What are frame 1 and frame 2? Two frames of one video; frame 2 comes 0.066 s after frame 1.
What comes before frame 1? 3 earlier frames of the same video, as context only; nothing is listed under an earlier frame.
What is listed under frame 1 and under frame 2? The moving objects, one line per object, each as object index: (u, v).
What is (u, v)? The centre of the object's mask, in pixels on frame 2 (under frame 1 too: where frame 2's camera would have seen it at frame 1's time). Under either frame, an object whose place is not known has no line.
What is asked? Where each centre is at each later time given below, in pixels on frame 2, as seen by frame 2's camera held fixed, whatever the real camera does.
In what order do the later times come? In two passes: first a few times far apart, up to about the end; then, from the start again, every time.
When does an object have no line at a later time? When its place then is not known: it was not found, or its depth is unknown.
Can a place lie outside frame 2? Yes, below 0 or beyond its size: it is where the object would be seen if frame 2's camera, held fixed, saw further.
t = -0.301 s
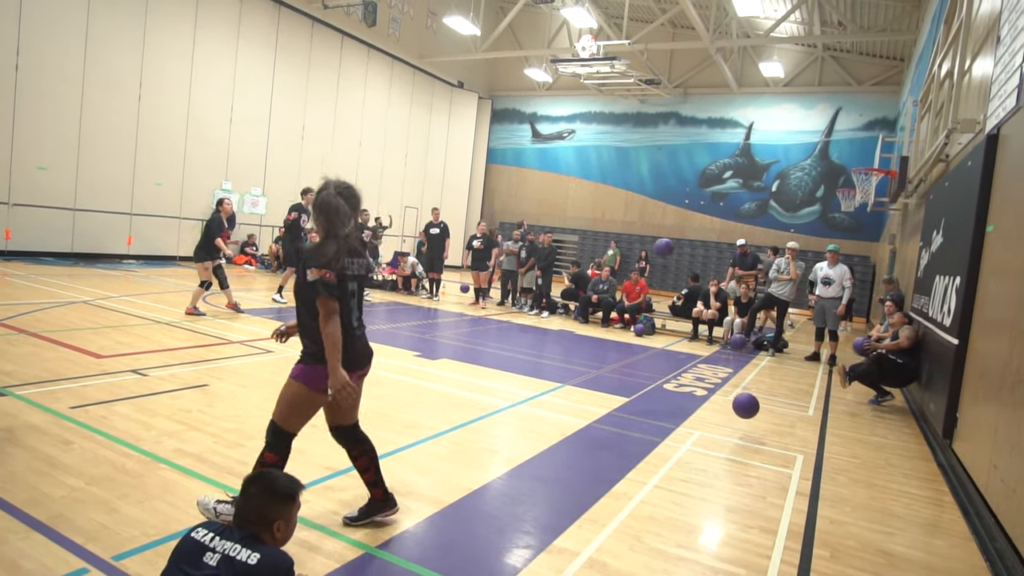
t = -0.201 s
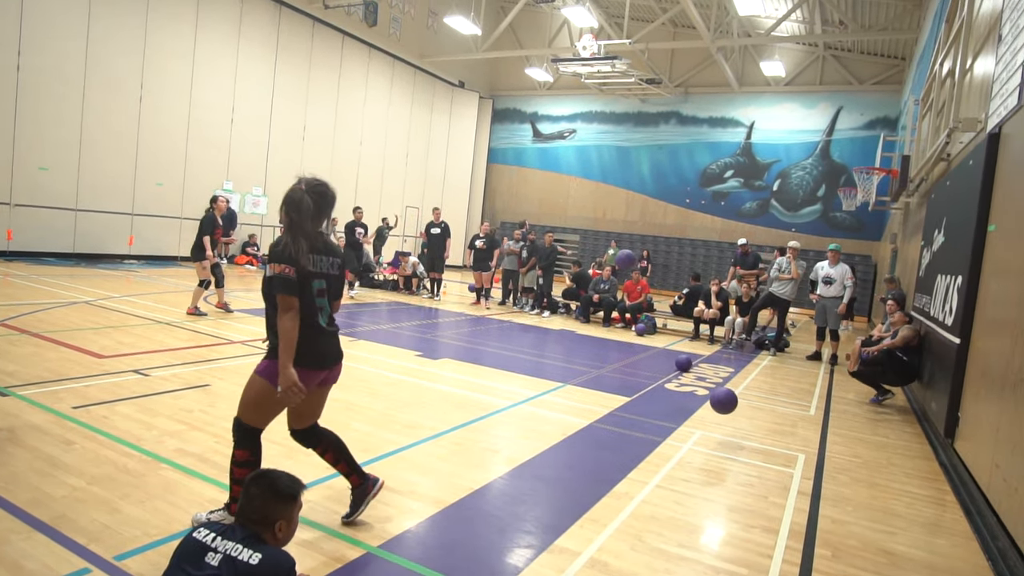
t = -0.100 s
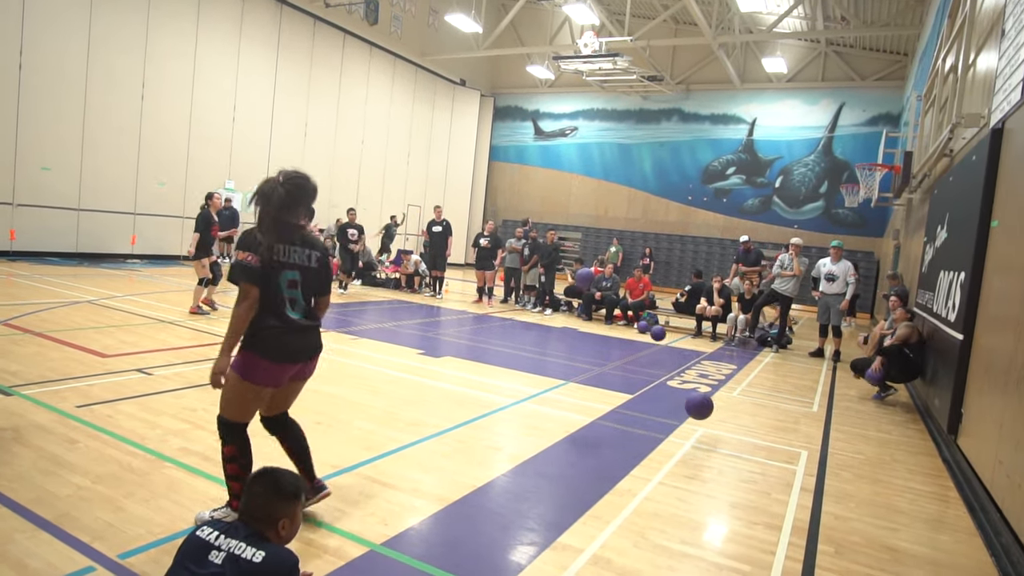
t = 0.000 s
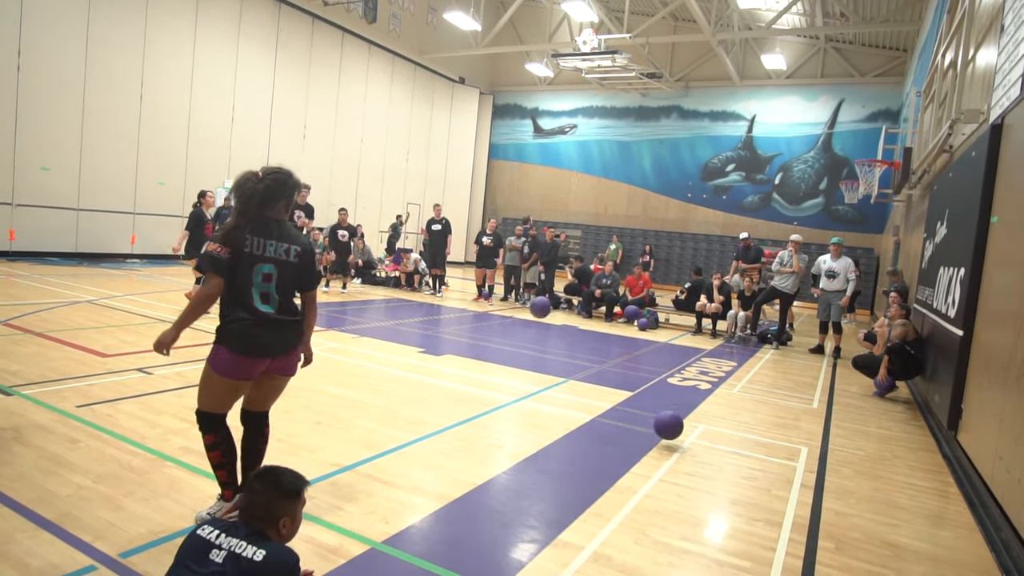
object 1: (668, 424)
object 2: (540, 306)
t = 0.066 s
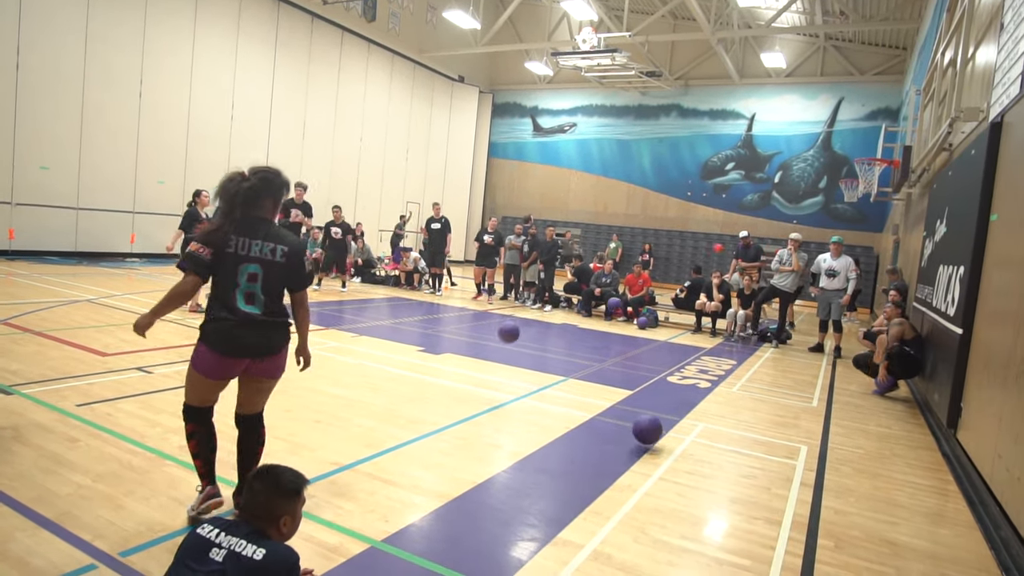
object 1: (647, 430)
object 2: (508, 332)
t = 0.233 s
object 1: (591, 427)
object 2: (463, 351)
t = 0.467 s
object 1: (495, 445)
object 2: (451, 321)
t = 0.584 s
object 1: (441, 461)
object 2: (442, 328)
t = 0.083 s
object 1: (642, 428)
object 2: (500, 340)
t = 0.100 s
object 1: (637, 426)
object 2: (492, 348)
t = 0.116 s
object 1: (632, 425)
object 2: (484, 355)
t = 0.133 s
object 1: (626, 424)
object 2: (476, 363)
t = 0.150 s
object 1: (620, 423)
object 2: (467, 371)
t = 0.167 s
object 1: (615, 423)
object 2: (466, 370)
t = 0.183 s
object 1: (609, 424)
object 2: (465, 365)
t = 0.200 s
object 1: (603, 424)
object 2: (465, 360)
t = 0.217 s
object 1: (597, 425)
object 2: (464, 356)
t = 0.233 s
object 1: (591, 427)
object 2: (463, 351)
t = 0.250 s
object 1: (584, 429)
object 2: (463, 347)
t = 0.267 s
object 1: (578, 431)
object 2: (462, 344)
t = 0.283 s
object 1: (571, 434)
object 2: (461, 341)
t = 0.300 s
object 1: (565, 438)
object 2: (461, 337)
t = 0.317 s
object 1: (558, 441)
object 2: (460, 334)
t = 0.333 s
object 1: (551, 446)
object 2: (459, 332)
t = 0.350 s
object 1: (544, 449)
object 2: (458, 329)
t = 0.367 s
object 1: (537, 447)
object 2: (457, 328)
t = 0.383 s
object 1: (531, 445)
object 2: (456, 326)
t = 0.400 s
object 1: (524, 444)
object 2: (455, 324)
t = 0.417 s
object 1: (517, 444)
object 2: (454, 323)
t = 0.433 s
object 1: (510, 444)
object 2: (453, 322)
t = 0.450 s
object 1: (503, 444)
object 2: (452, 322)
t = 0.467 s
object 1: (495, 445)
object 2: (451, 321)
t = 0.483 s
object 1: (488, 446)
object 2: (450, 321)
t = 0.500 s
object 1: (481, 448)
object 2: (449, 322)
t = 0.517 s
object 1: (473, 450)
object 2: (447, 322)
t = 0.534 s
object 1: (465, 452)
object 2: (446, 323)
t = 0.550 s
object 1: (457, 456)
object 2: (445, 325)
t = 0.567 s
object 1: (449, 460)
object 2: (443, 326)
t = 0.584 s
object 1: (441, 461)
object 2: (442, 328)
